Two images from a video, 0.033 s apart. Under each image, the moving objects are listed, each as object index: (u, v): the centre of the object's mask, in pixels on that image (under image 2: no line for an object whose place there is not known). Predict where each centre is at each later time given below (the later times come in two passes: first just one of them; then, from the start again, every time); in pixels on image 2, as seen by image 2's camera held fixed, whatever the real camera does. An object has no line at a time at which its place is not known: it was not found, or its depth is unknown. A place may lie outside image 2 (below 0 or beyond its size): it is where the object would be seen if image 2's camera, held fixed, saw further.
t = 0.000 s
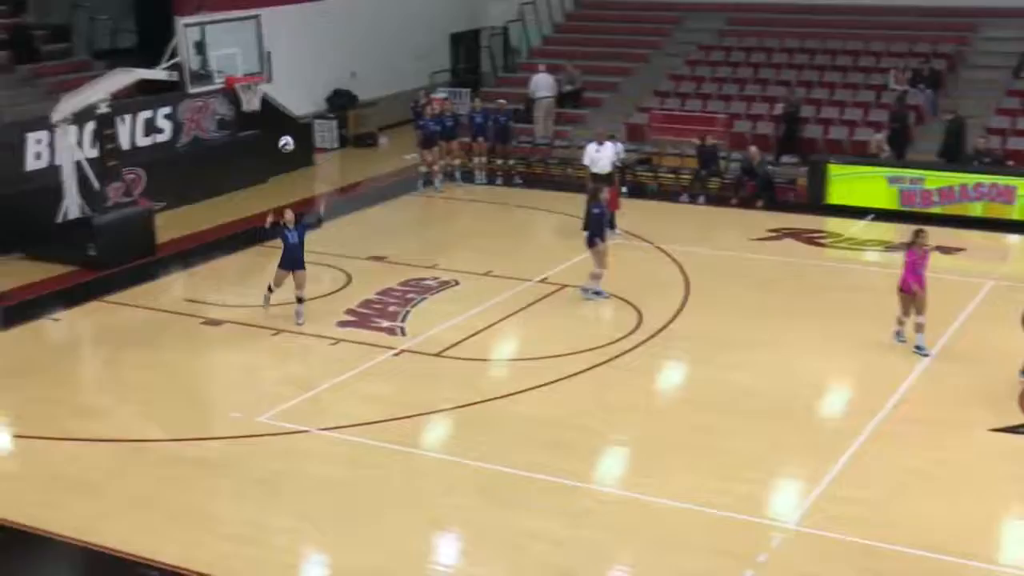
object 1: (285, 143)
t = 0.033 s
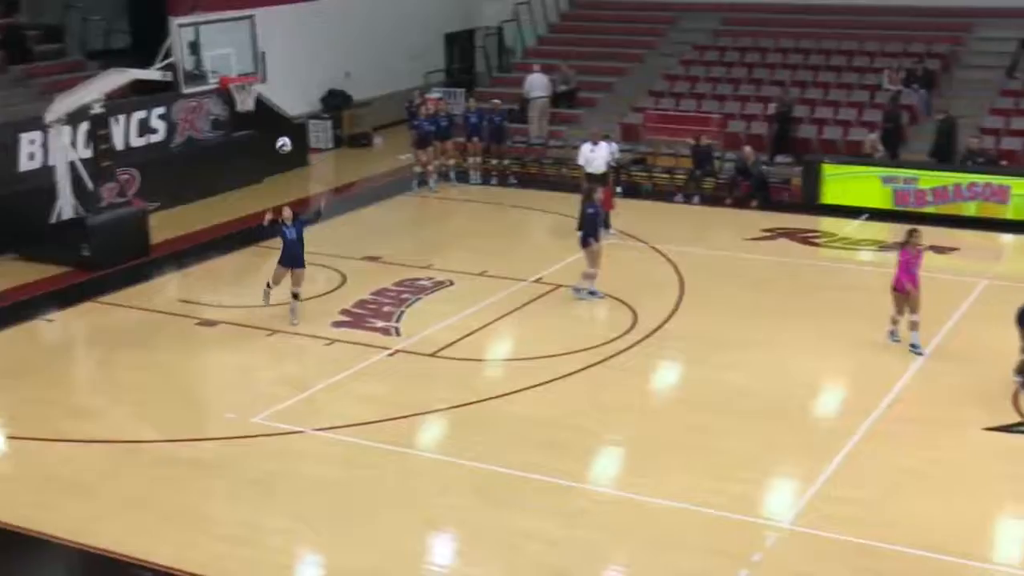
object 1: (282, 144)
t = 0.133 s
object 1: (292, 151)
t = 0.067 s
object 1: (286, 145)
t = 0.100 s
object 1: (289, 148)
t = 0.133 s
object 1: (292, 151)
